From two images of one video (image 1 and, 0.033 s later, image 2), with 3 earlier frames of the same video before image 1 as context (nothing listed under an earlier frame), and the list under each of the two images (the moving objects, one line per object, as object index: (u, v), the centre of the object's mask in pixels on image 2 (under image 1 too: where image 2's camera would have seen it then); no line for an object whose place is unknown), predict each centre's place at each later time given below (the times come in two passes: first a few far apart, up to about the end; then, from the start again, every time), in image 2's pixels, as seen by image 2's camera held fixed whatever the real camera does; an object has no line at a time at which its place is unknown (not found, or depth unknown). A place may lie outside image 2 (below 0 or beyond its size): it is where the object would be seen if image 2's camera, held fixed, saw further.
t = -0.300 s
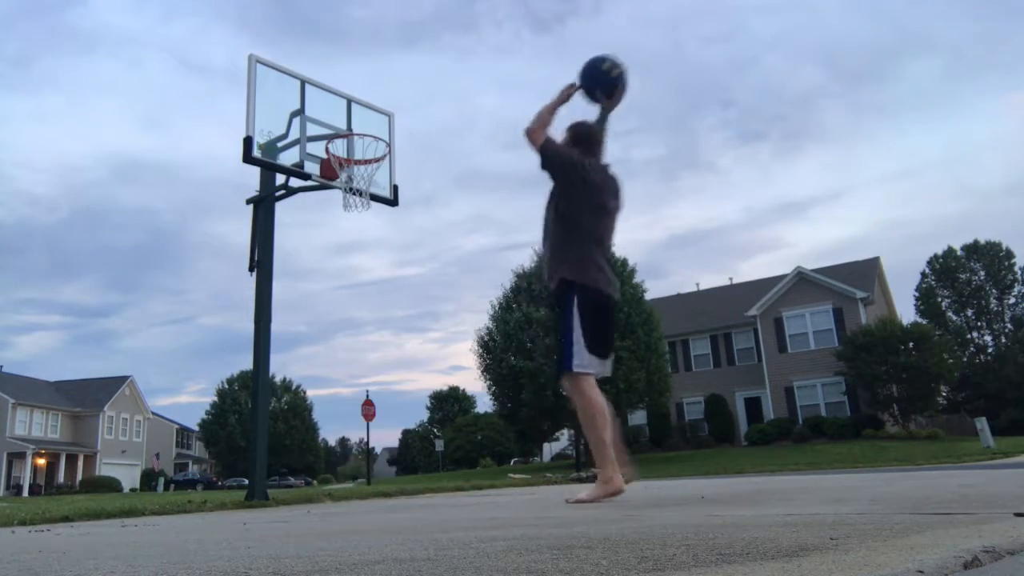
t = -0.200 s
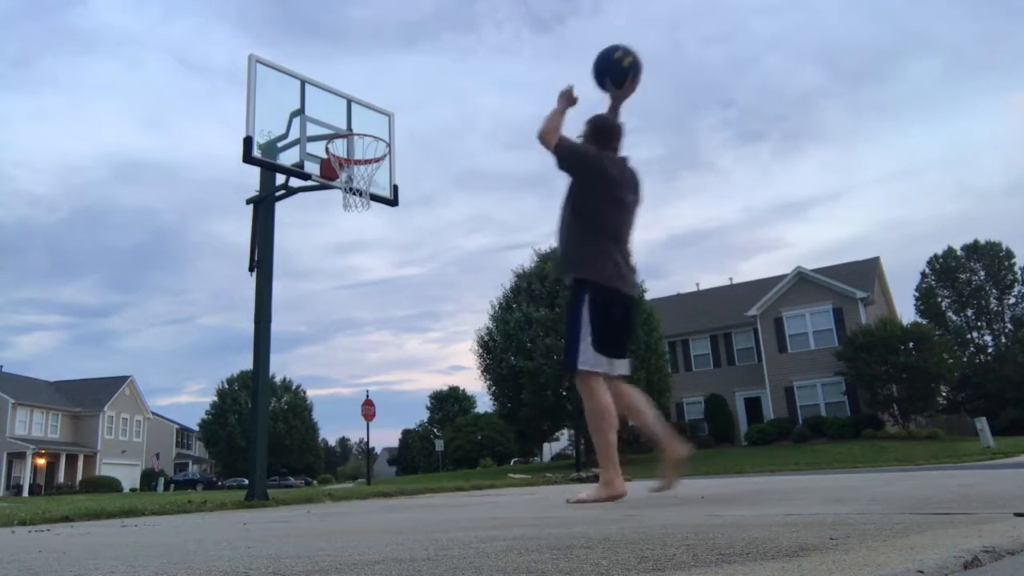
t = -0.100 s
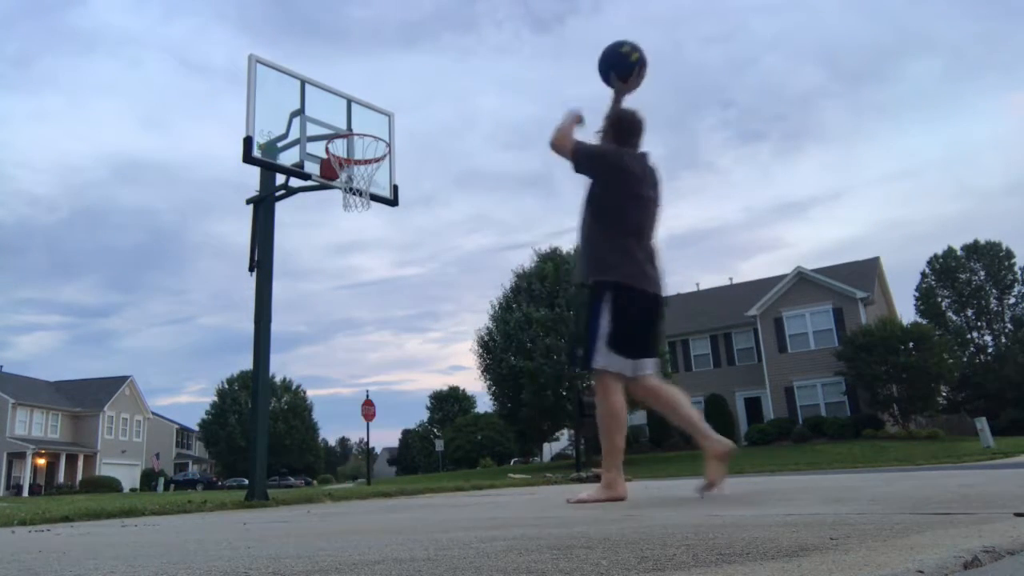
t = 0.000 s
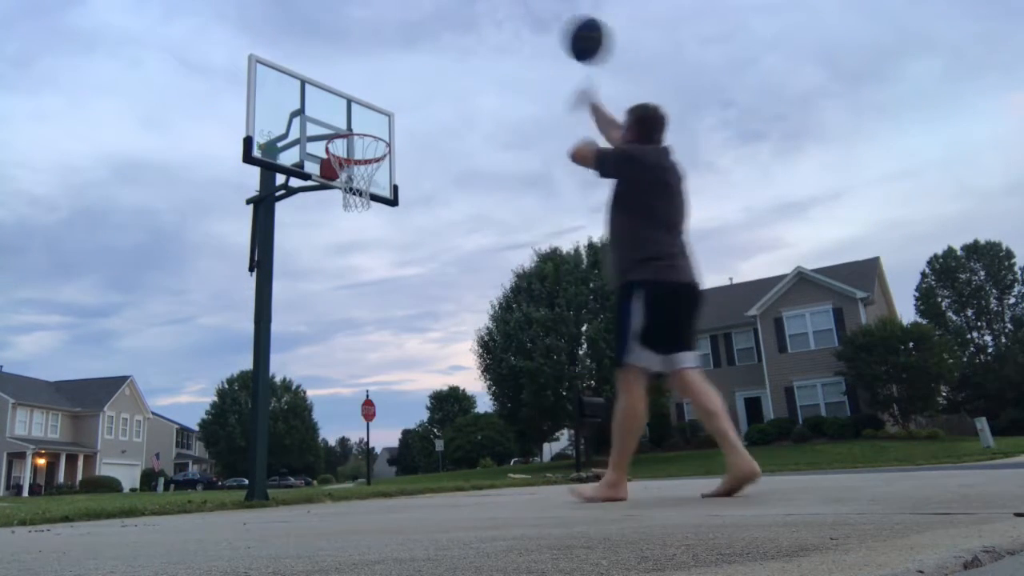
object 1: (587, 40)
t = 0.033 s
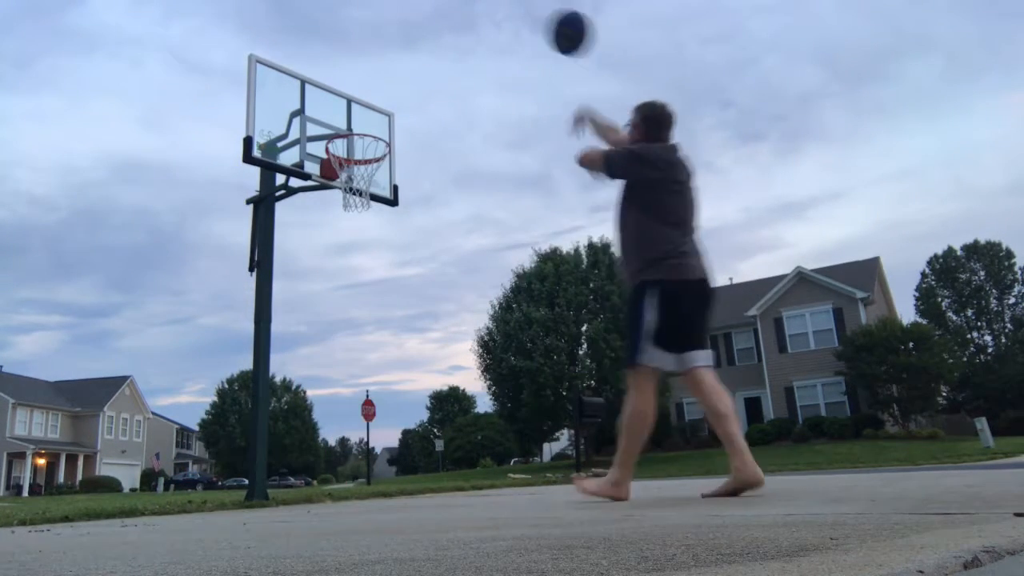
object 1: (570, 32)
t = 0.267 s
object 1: (477, 33)
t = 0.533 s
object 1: (405, 107)
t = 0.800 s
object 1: (446, 121)
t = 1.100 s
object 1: (522, 192)
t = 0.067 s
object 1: (553, 27)
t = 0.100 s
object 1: (538, 24)
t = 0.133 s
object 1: (525, 23)
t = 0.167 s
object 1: (511, 23)
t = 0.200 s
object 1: (499, 26)
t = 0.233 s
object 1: (487, 29)
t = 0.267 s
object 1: (477, 33)
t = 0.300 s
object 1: (466, 39)
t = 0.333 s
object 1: (456, 45)
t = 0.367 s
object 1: (446, 53)
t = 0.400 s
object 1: (438, 62)
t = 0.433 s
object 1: (429, 72)
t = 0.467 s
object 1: (420, 83)
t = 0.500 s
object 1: (412, 95)
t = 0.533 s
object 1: (405, 107)
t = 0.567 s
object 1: (397, 121)
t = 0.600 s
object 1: (396, 128)
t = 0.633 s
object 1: (405, 123)
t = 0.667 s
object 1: (413, 120)
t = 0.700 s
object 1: (422, 118)
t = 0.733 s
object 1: (430, 118)
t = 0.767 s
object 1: (439, 119)
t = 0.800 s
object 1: (446, 121)
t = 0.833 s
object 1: (455, 124)
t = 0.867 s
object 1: (463, 128)
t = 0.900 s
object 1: (471, 134)
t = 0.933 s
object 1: (480, 140)
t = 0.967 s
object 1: (489, 148)
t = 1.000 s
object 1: (497, 158)
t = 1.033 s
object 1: (505, 168)
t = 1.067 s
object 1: (513, 179)
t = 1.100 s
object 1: (522, 192)
